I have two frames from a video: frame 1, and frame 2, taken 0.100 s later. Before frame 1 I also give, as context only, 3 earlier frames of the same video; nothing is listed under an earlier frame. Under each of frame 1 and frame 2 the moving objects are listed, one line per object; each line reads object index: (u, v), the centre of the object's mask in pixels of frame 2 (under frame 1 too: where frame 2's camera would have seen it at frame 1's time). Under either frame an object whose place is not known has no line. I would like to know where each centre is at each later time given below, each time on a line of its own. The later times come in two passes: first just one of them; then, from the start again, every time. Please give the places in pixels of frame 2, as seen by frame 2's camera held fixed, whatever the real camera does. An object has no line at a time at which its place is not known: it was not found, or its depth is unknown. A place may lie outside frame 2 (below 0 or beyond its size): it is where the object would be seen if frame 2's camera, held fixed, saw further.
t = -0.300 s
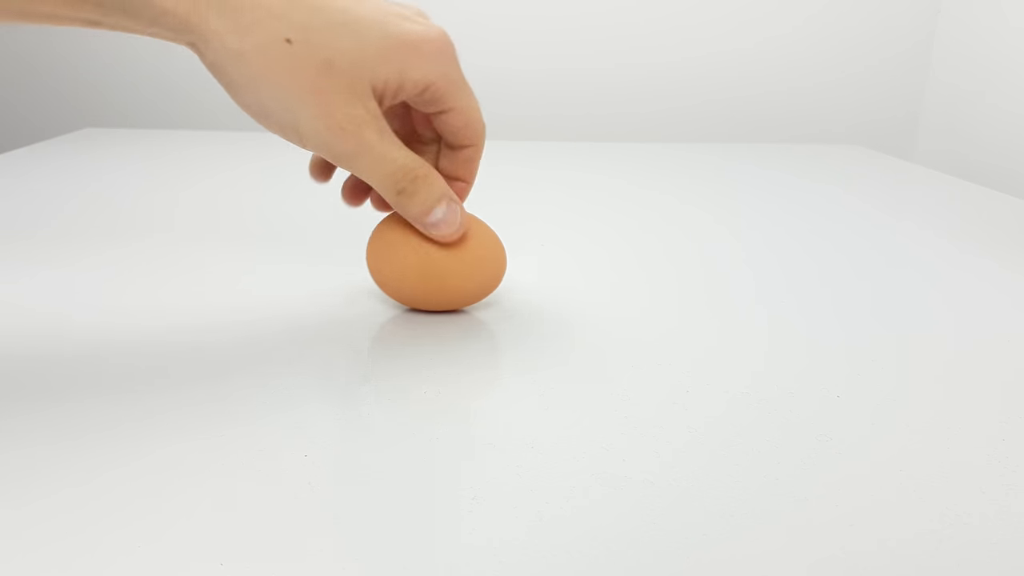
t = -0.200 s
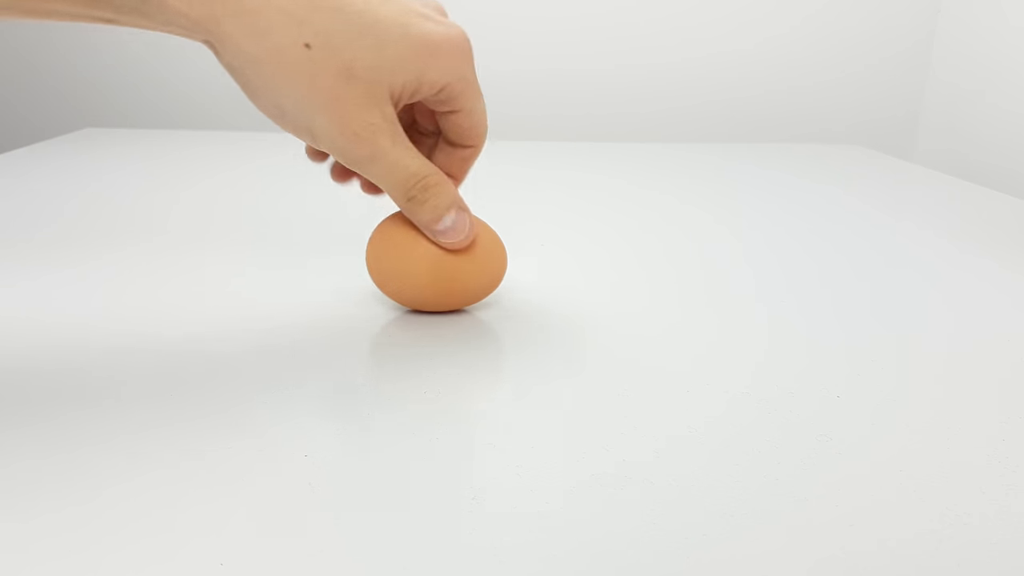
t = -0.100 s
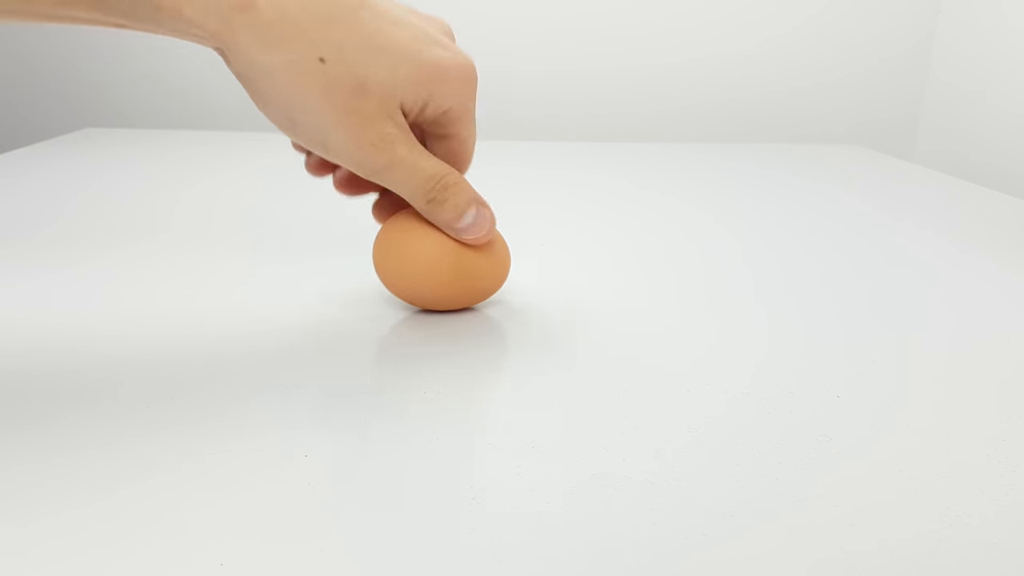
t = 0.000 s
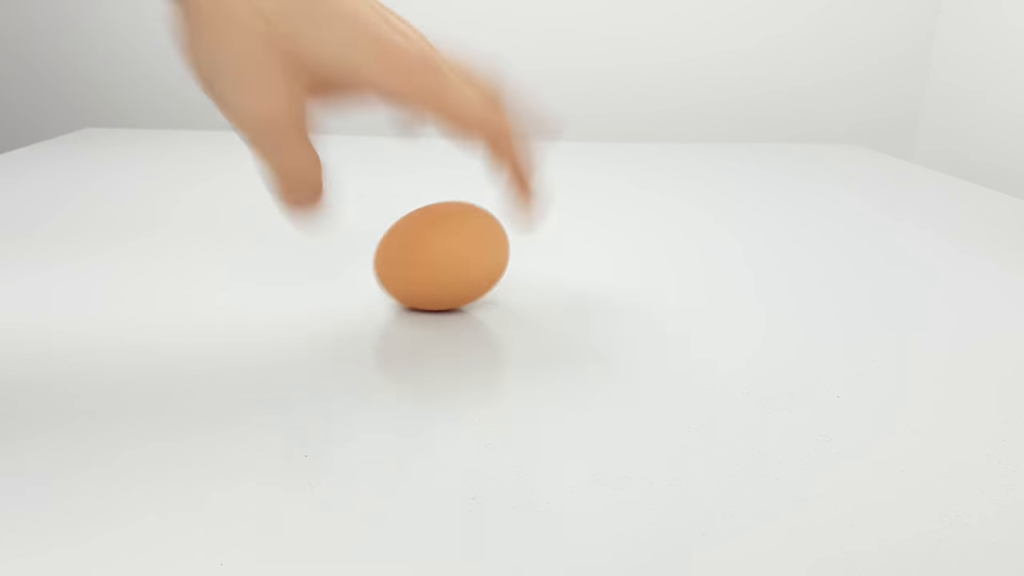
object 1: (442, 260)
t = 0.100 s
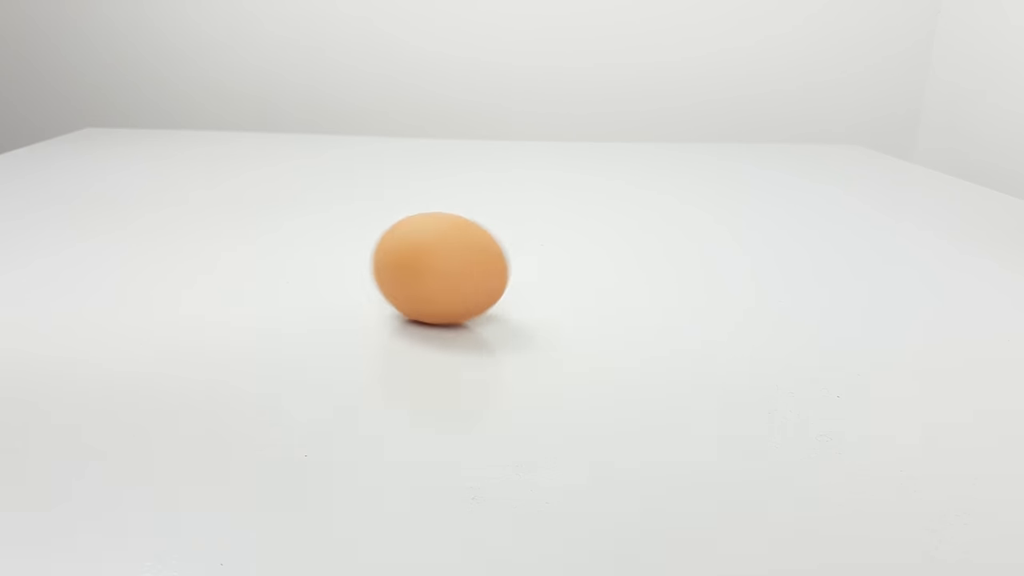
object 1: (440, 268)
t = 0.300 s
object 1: (469, 285)
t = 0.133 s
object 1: (441, 270)
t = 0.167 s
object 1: (441, 272)
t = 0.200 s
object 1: (451, 274)
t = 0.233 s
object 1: (464, 278)
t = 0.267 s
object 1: (465, 284)
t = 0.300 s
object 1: (469, 285)
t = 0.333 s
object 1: (482, 284)
